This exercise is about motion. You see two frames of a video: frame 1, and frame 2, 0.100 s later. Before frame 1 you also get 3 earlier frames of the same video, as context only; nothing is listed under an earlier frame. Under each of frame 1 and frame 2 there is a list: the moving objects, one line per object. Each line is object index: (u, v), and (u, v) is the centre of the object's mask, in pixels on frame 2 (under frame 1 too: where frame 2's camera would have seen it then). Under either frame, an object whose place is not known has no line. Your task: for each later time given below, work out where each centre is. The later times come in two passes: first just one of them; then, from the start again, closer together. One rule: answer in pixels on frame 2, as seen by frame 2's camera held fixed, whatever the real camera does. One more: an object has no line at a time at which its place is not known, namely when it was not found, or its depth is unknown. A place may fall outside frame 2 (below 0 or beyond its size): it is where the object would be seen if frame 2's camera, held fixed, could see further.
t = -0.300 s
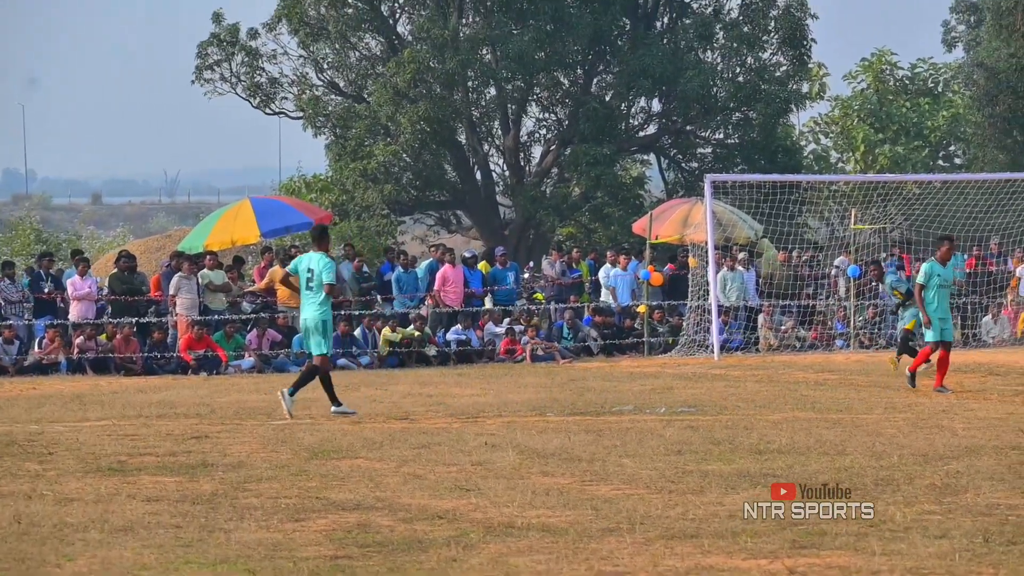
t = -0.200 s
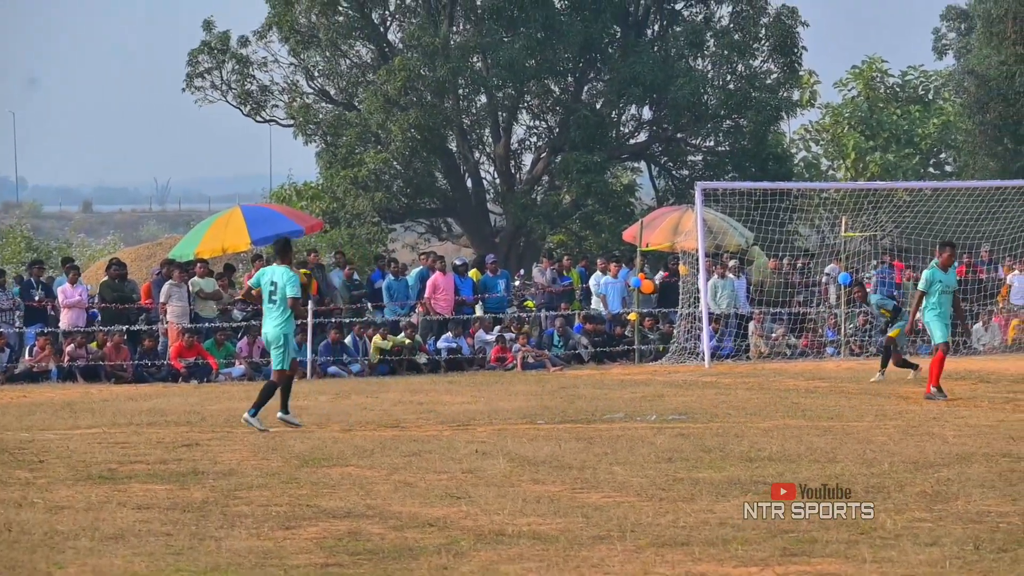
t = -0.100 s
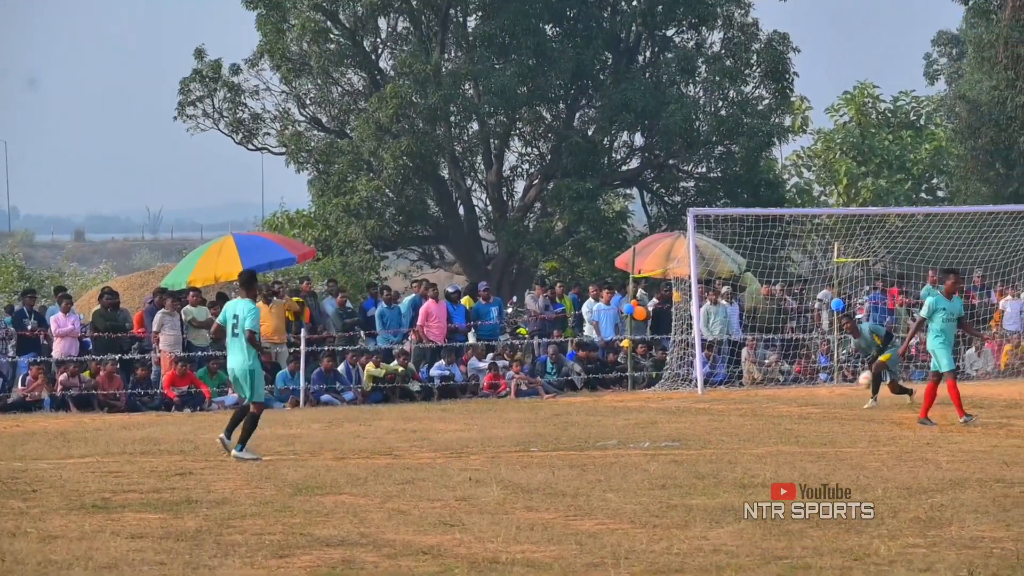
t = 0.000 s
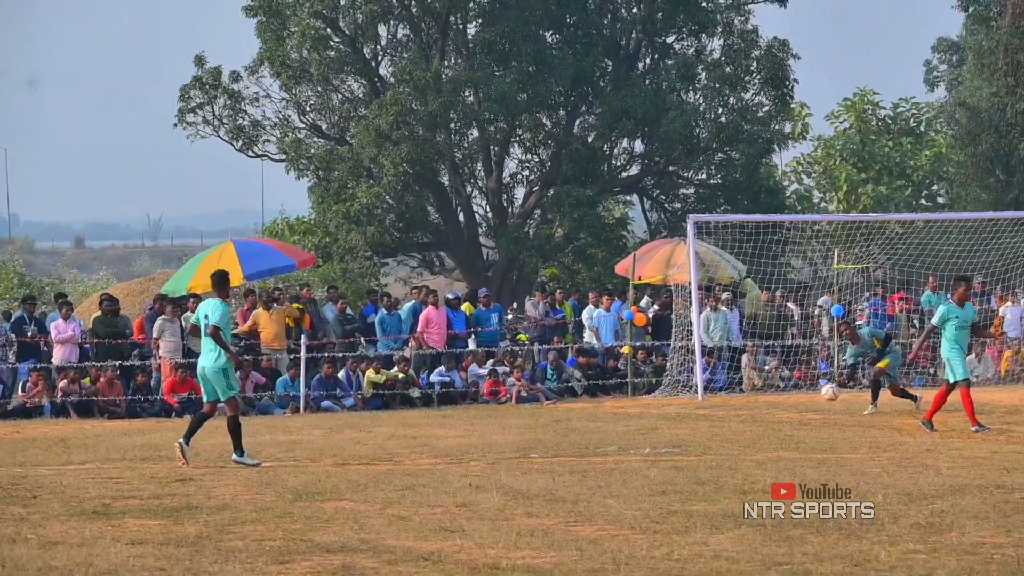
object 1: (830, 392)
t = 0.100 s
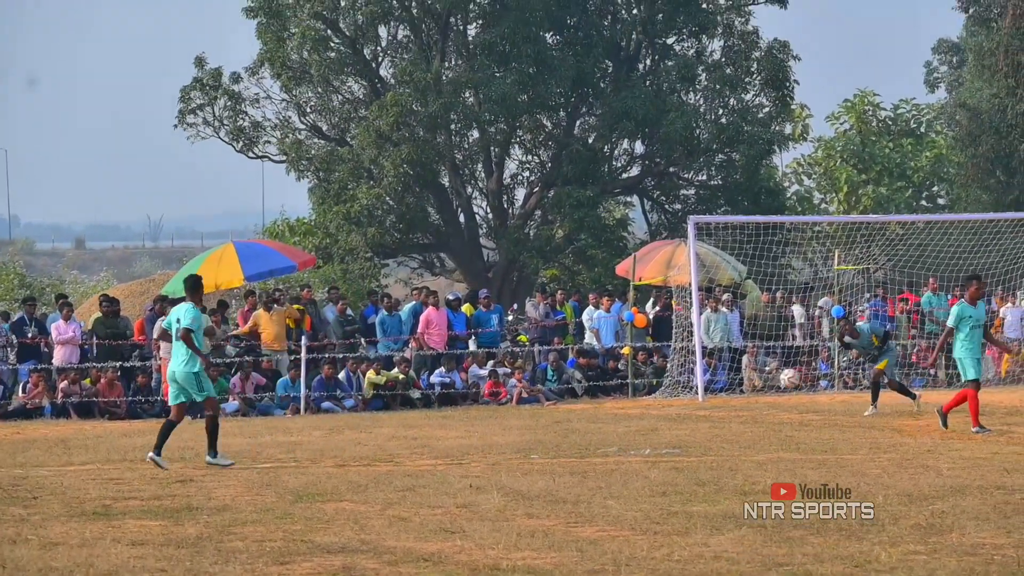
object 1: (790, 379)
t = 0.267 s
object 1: (719, 377)
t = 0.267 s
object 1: (719, 377)
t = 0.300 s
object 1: (705, 381)
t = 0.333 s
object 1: (690, 384)
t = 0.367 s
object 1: (674, 389)
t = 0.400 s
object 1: (661, 395)
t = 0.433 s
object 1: (646, 401)
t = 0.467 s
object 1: (631, 409)
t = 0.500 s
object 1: (616, 418)
